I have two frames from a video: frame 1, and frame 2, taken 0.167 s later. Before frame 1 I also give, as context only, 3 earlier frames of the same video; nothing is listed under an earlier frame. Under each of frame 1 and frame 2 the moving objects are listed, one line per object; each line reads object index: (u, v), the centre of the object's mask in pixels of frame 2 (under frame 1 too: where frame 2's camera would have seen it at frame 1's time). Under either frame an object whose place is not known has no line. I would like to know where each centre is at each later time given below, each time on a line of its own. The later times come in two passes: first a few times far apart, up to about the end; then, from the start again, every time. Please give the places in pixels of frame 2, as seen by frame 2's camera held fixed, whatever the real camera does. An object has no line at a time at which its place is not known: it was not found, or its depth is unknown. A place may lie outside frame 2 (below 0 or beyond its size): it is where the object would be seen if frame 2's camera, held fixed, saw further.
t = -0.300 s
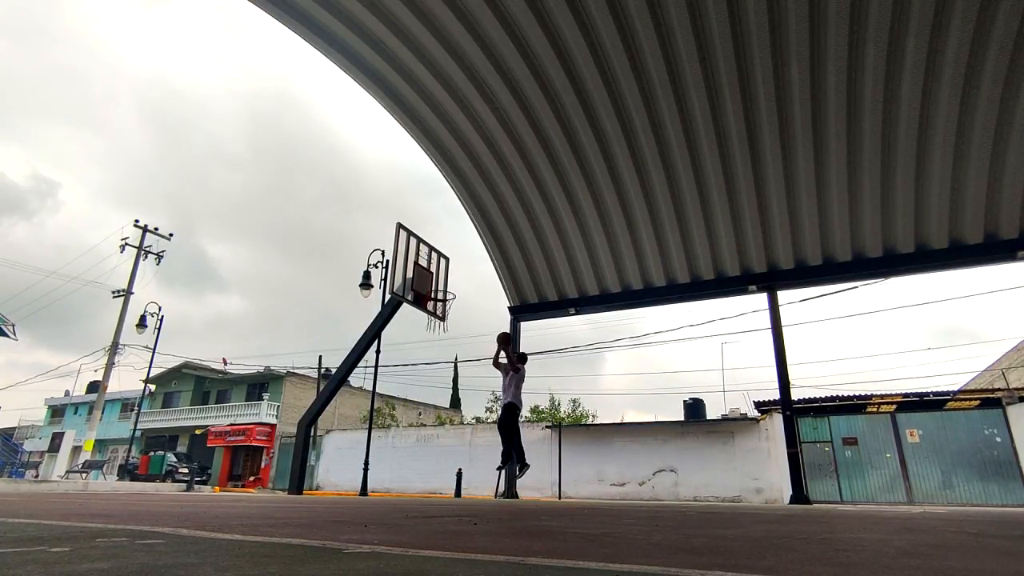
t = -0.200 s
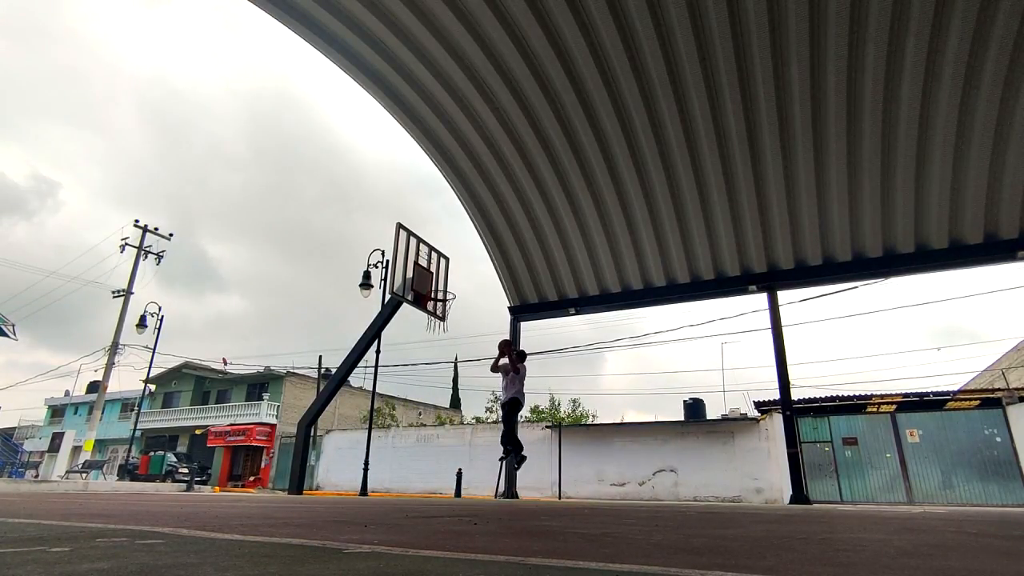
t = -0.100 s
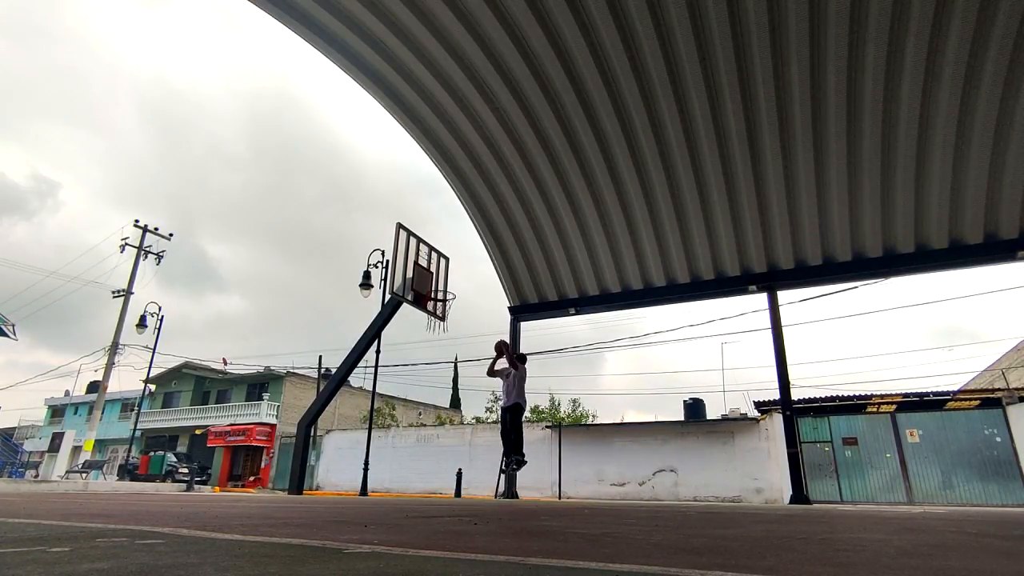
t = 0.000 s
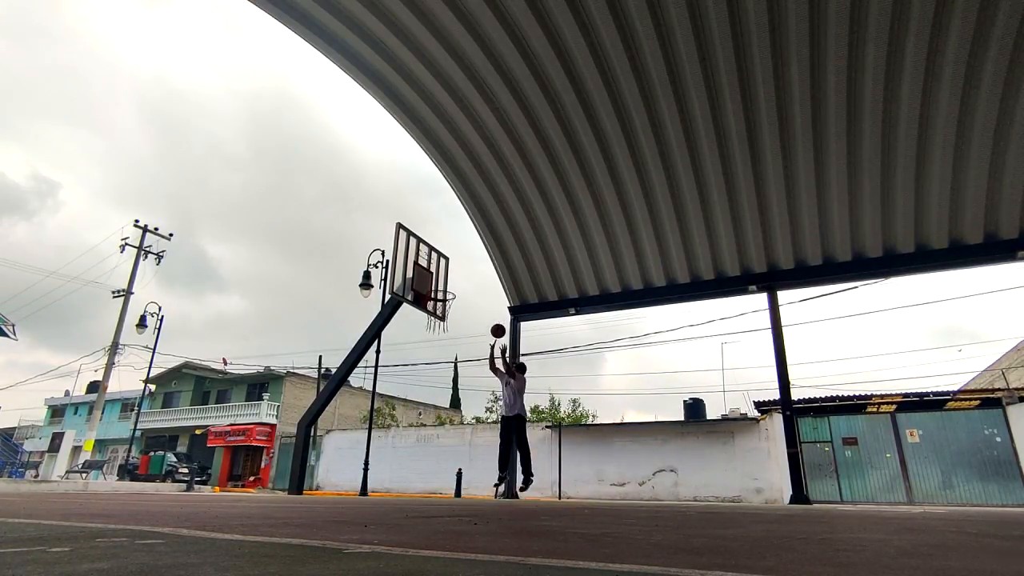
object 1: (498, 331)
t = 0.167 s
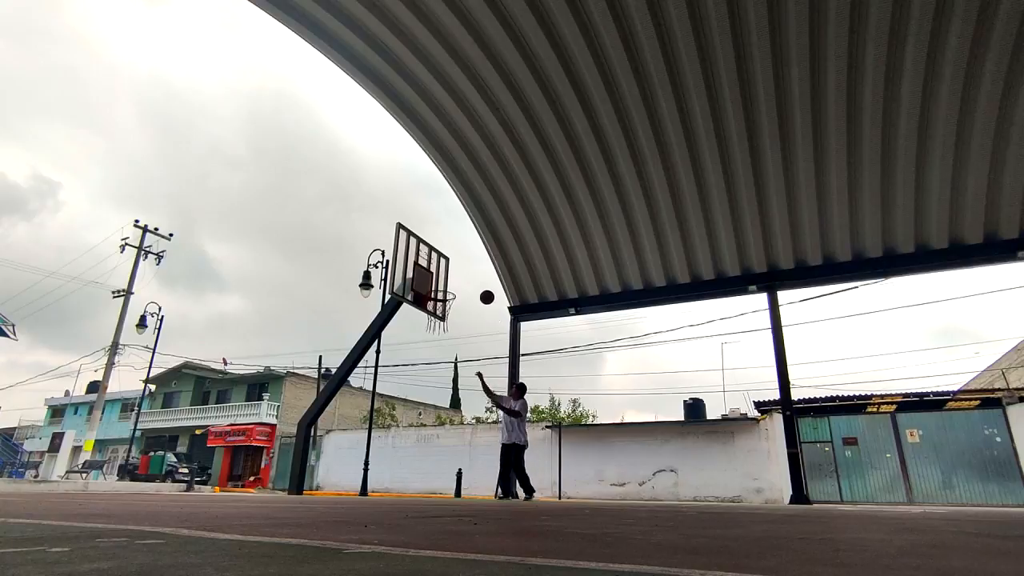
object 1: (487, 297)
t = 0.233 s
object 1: (482, 288)
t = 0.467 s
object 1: (467, 277)
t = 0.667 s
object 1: (452, 291)
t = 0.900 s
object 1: (441, 294)
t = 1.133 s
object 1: (430, 316)
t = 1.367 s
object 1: (420, 367)
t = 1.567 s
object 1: (409, 444)
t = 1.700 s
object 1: (403, 474)
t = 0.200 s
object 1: (484, 292)
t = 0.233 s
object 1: (482, 288)
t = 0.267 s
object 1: (480, 285)
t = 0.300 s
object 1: (478, 282)
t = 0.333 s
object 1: (476, 280)
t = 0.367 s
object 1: (473, 278)
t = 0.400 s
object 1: (471, 277)
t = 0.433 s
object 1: (469, 277)
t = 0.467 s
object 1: (467, 277)
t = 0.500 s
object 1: (464, 278)
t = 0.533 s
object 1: (462, 279)
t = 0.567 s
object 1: (459, 281)
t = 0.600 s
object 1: (457, 284)
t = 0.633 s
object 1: (455, 287)
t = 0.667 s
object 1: (452, 291)
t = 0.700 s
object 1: (451, 291)
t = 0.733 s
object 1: (450, 291)
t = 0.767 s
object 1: (449, 290)
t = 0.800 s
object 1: (447, 292)
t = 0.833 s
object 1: (445, 292)
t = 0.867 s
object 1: (444, 292)
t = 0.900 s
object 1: (441, 294)
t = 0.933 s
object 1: (440, 294)
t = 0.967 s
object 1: (439, 296)
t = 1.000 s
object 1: (437, 299)
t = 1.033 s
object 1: (435, 302)
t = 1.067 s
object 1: (435, 306)
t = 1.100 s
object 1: (432, 311)
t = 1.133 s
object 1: (430, 316)
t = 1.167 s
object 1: (429, 321)
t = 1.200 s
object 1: (427, 327)
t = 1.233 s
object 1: (426, 333)
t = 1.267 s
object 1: (425, 341)
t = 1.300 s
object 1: (423, 349)
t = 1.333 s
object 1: (422, 357)
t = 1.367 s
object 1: (420, 367)
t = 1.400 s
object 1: (419, 378)
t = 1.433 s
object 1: (417, 389)
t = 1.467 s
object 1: (415, 401)
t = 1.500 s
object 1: (413, 414)
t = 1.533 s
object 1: (411, 429)
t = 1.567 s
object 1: (409, 444)
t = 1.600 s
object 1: (407, 460)
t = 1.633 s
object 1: (404, 477)
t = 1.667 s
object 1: (403, 487)
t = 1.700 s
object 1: (403, 474)
